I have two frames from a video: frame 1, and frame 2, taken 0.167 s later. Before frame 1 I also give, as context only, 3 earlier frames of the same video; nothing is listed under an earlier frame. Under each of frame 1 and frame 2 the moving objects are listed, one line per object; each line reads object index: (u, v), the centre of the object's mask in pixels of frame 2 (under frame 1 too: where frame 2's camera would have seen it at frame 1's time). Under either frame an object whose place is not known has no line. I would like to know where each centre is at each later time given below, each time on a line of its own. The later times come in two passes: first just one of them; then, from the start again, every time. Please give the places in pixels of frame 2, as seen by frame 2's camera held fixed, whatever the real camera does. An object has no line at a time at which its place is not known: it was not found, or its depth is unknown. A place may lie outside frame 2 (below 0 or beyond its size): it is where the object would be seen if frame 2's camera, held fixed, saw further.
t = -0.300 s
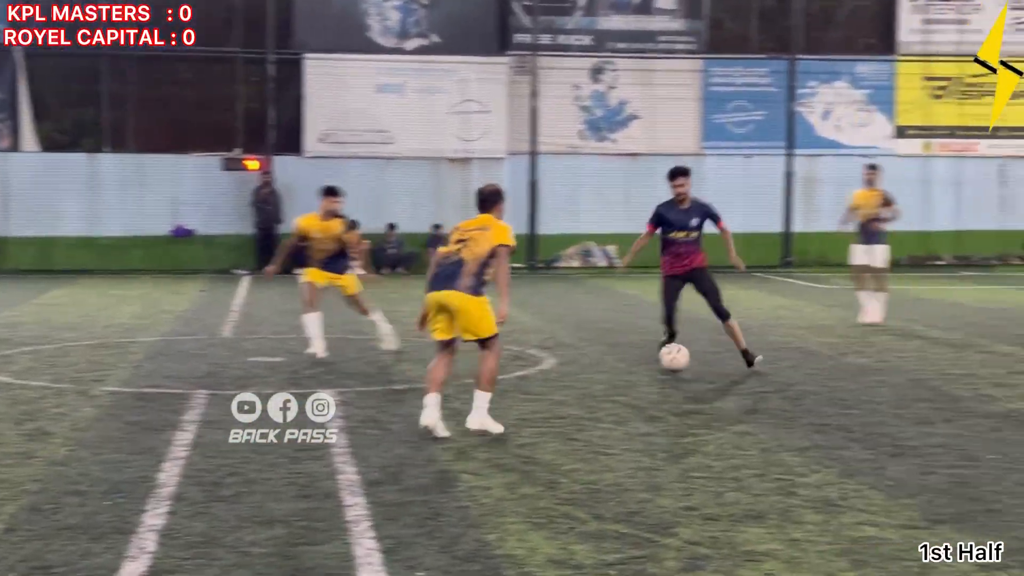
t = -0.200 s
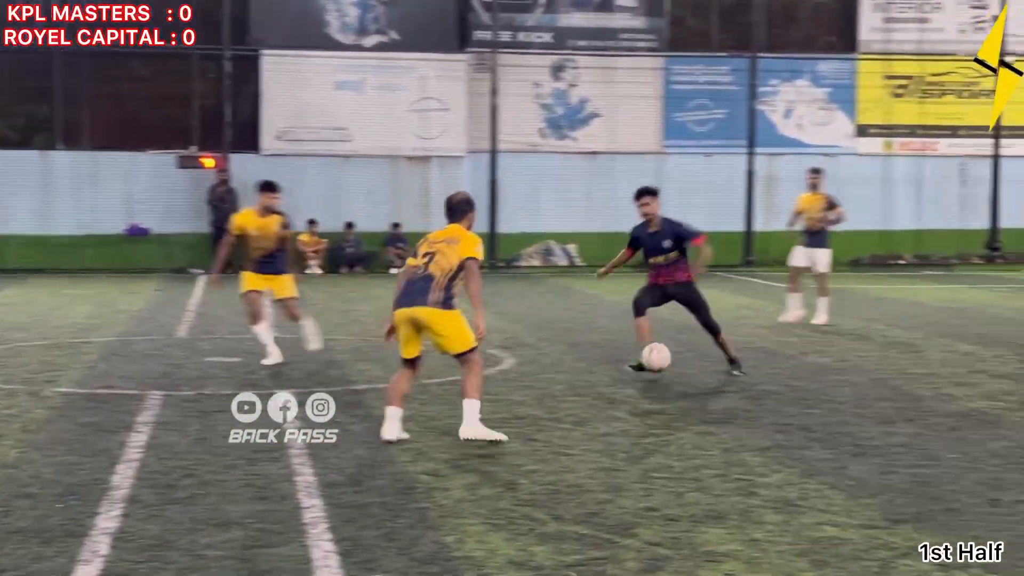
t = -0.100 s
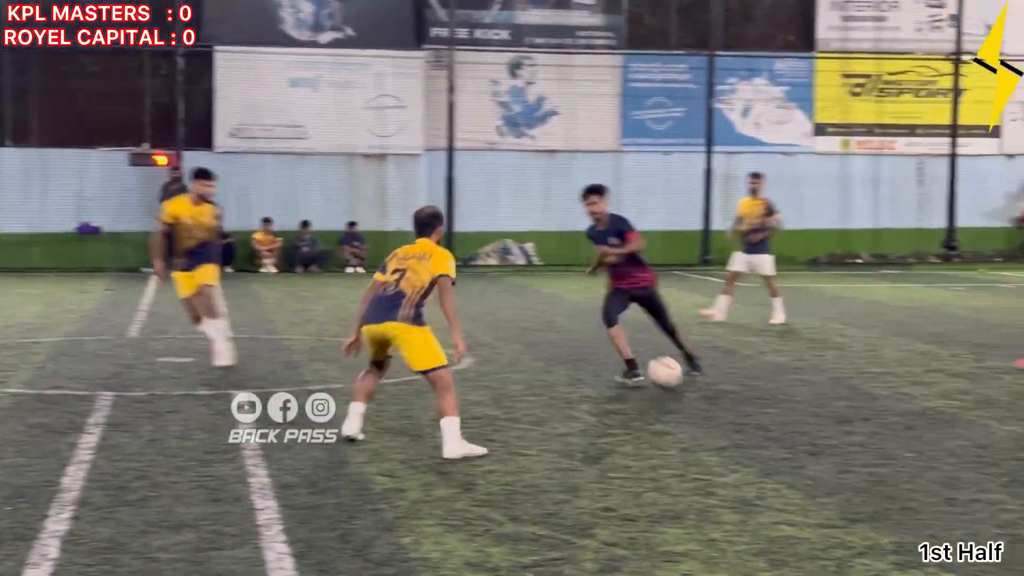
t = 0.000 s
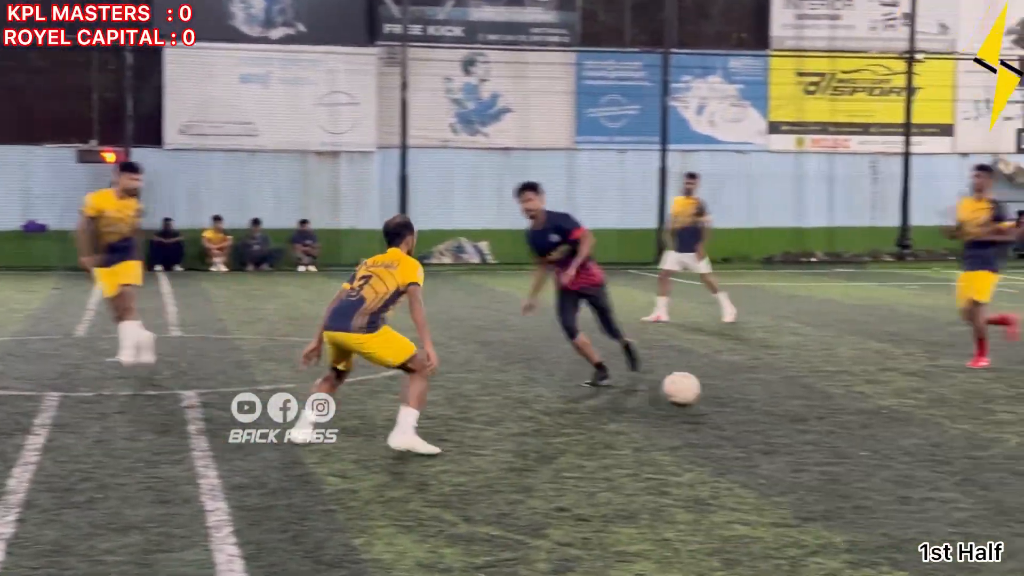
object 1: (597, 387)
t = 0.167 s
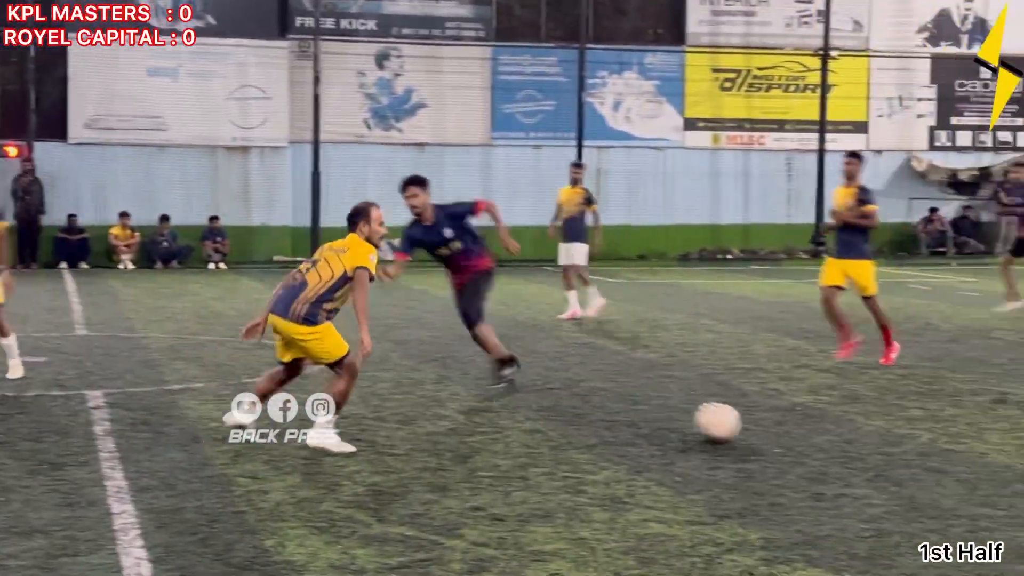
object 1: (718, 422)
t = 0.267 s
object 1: (797, 436)
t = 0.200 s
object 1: (743, 425)
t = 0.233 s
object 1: (768, 428)
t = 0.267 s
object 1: (797, 436)
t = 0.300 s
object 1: (825, 445)
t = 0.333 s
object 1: (856, 460)
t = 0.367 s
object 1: (886, 465)
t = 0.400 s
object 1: (916, 470)
